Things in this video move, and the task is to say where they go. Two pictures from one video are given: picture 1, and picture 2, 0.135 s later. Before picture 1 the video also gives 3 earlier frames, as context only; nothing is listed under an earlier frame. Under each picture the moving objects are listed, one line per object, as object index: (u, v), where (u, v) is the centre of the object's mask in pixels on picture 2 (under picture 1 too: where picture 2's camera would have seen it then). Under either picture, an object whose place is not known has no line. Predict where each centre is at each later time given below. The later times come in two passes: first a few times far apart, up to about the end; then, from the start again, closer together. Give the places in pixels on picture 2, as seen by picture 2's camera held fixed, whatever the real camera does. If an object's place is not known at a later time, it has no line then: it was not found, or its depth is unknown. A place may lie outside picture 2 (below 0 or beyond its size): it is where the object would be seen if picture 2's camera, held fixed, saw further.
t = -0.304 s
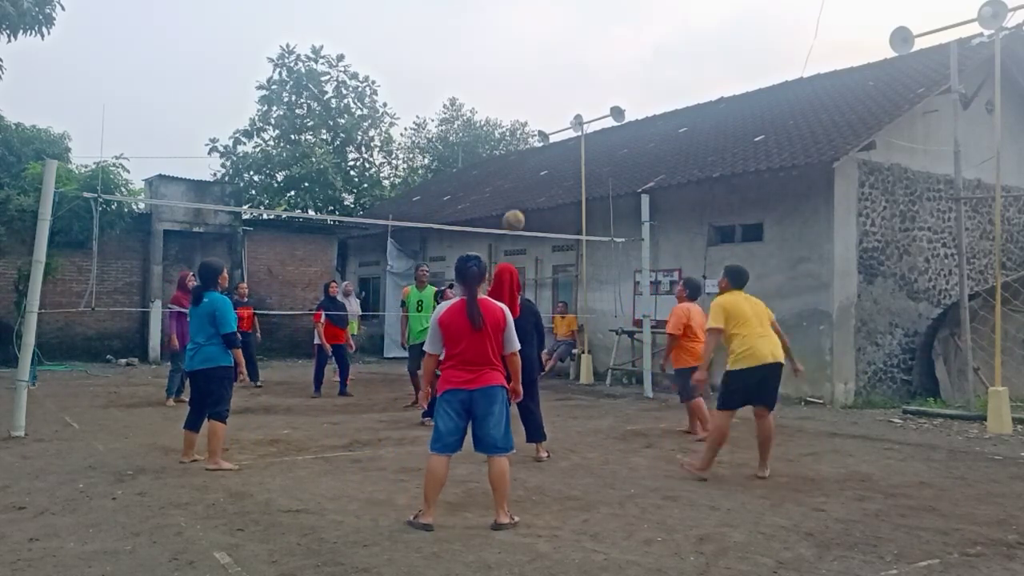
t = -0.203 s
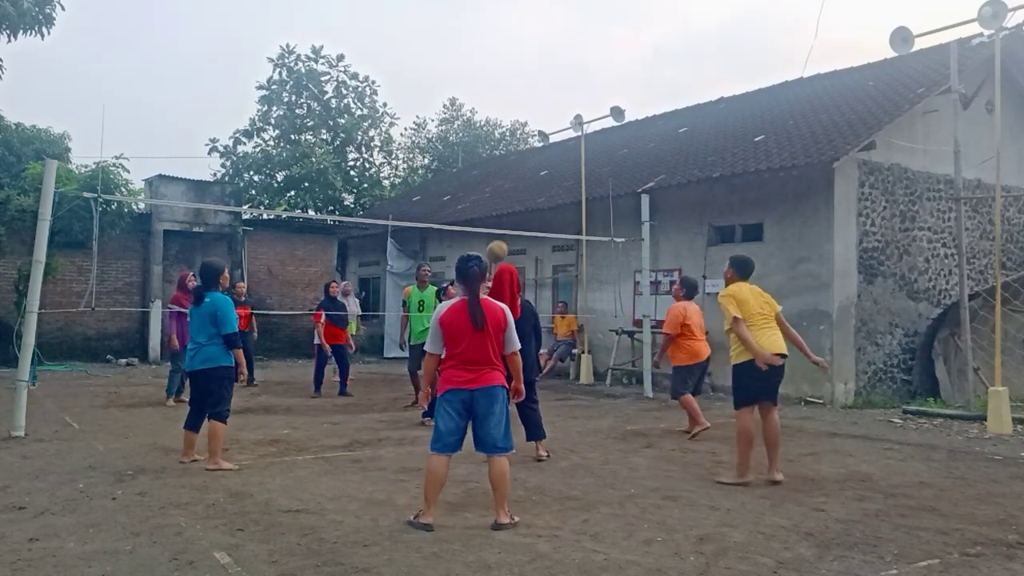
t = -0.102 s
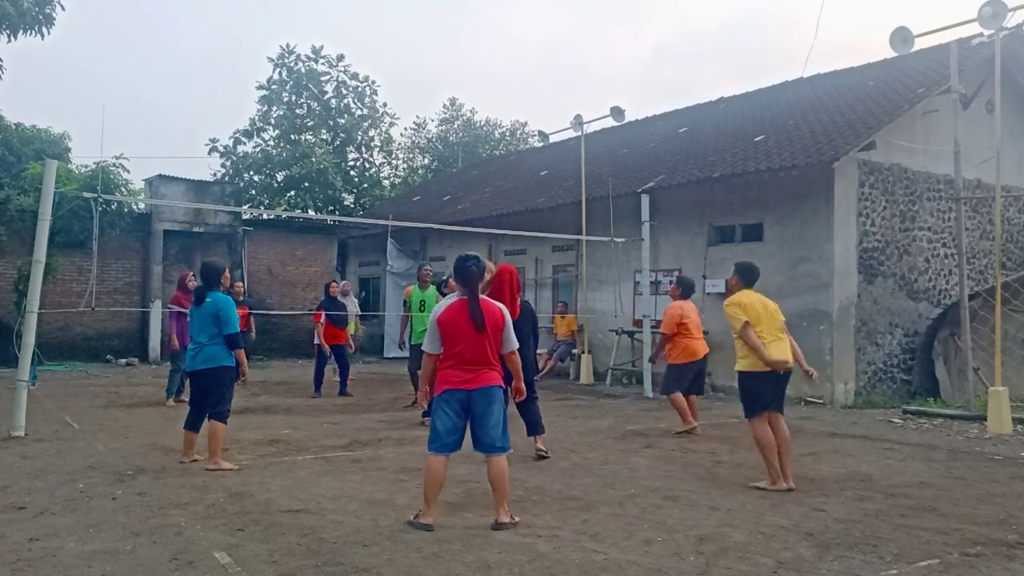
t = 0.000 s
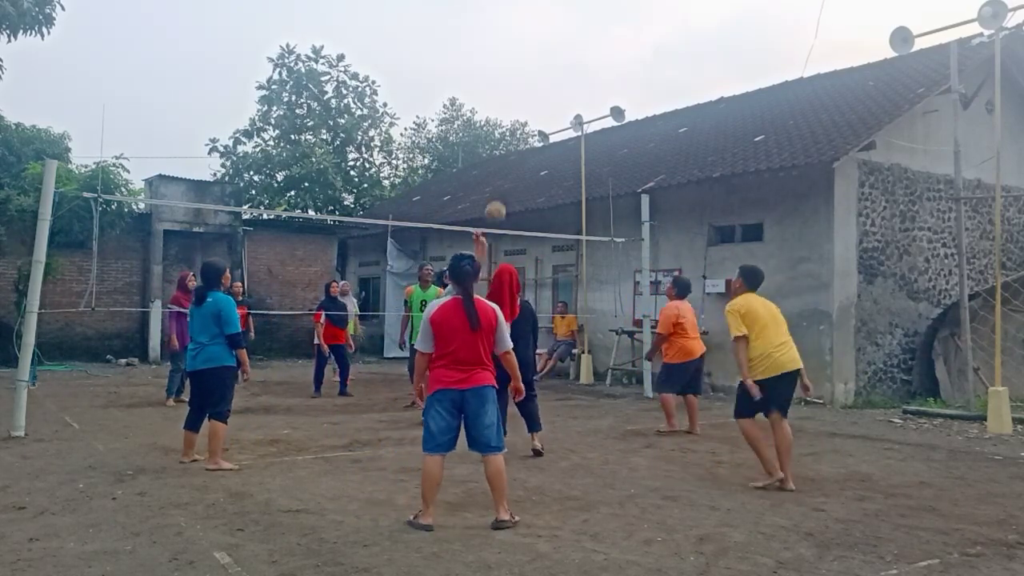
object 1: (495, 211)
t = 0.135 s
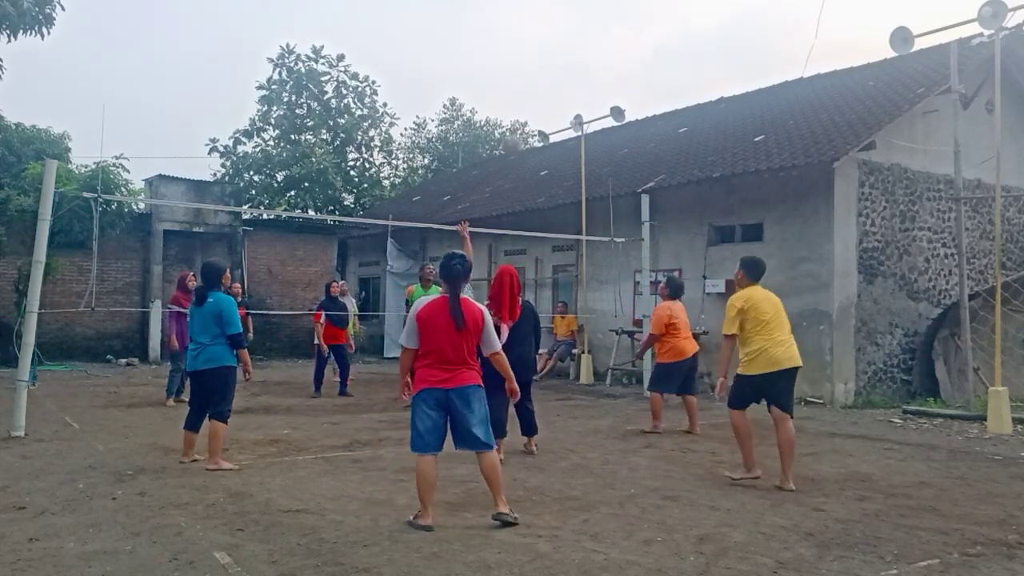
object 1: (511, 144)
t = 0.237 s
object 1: (522, 106)
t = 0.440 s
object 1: (544, 60)
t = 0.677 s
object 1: (567, 56)
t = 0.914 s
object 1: (588, 102)
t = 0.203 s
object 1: (519, 118)
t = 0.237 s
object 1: (522, 106)
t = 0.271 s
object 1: (526, 95)
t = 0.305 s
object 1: (530, 86)
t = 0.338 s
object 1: (533, 78)
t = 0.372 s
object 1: (537, 71)
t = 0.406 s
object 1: (540, 65)
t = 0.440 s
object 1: (544, 60)
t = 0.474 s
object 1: (547, 56)
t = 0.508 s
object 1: (551, 54)
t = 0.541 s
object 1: (554, 52)
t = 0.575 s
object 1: (557, 52)
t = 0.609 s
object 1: (561, 52)
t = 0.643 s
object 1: (564, 54)
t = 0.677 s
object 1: (567, 56)
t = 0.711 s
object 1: (570, 60)
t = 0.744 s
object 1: (573, 64)
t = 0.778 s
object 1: (576, 70)
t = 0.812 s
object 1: (579, 76)
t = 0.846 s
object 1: (582, 84)
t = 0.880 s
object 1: (585, 92)
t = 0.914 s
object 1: (588, 102)
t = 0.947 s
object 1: (591, 112)
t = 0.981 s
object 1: (593, 123)
